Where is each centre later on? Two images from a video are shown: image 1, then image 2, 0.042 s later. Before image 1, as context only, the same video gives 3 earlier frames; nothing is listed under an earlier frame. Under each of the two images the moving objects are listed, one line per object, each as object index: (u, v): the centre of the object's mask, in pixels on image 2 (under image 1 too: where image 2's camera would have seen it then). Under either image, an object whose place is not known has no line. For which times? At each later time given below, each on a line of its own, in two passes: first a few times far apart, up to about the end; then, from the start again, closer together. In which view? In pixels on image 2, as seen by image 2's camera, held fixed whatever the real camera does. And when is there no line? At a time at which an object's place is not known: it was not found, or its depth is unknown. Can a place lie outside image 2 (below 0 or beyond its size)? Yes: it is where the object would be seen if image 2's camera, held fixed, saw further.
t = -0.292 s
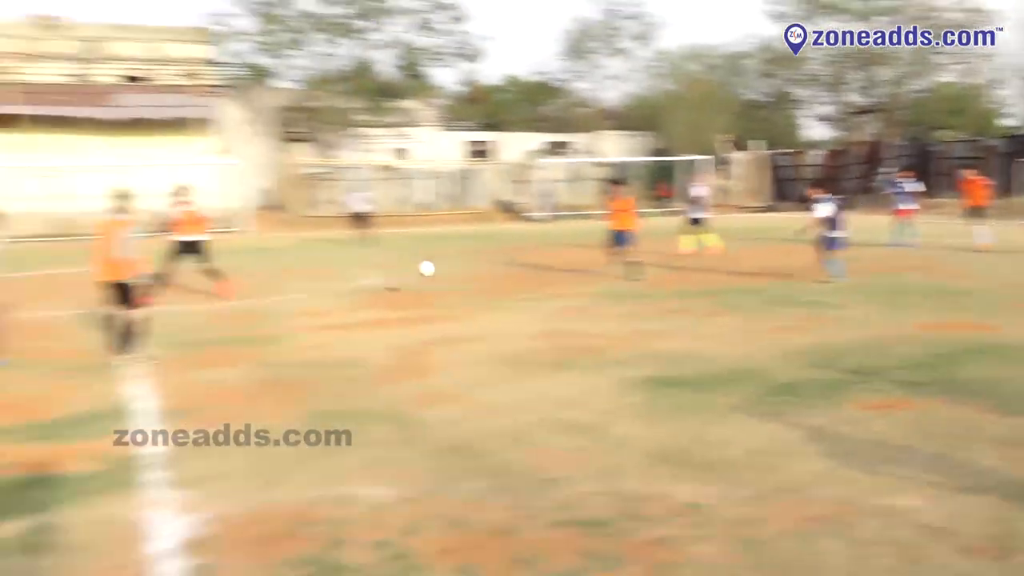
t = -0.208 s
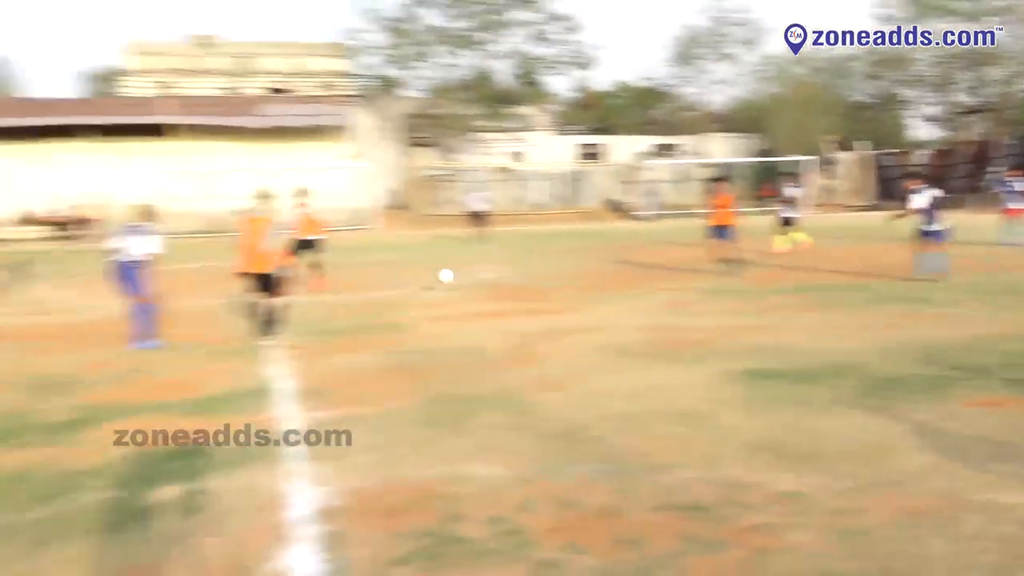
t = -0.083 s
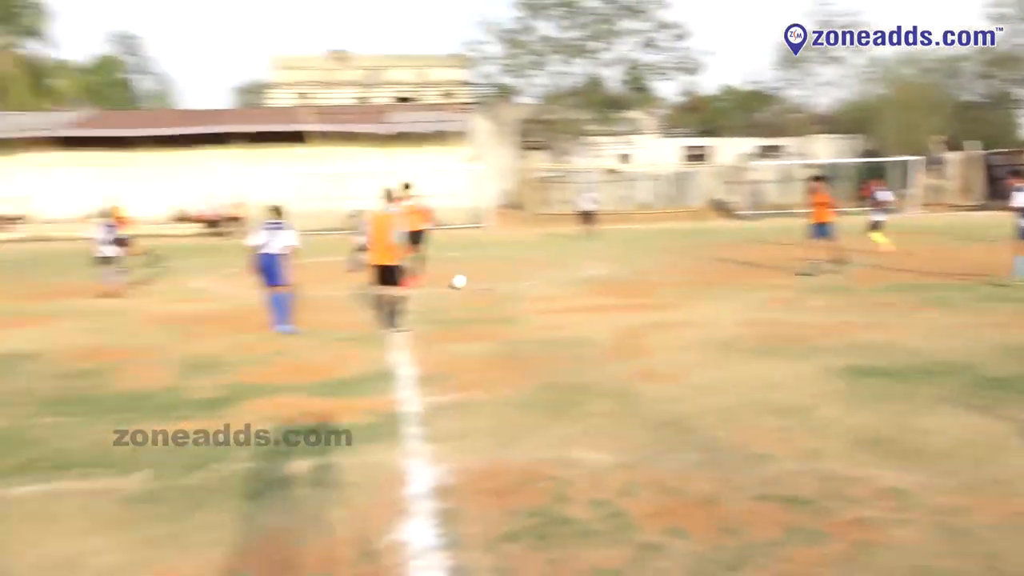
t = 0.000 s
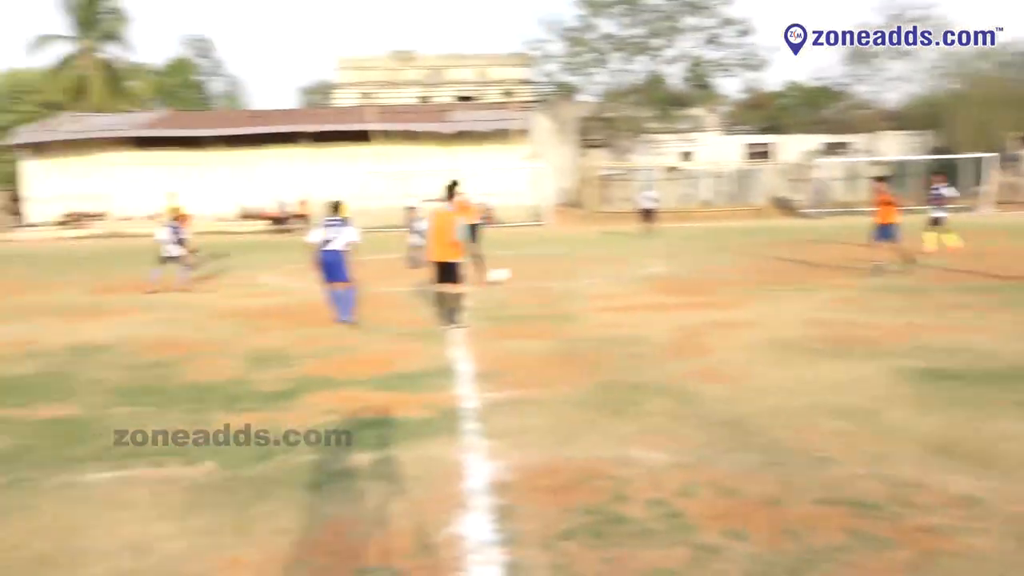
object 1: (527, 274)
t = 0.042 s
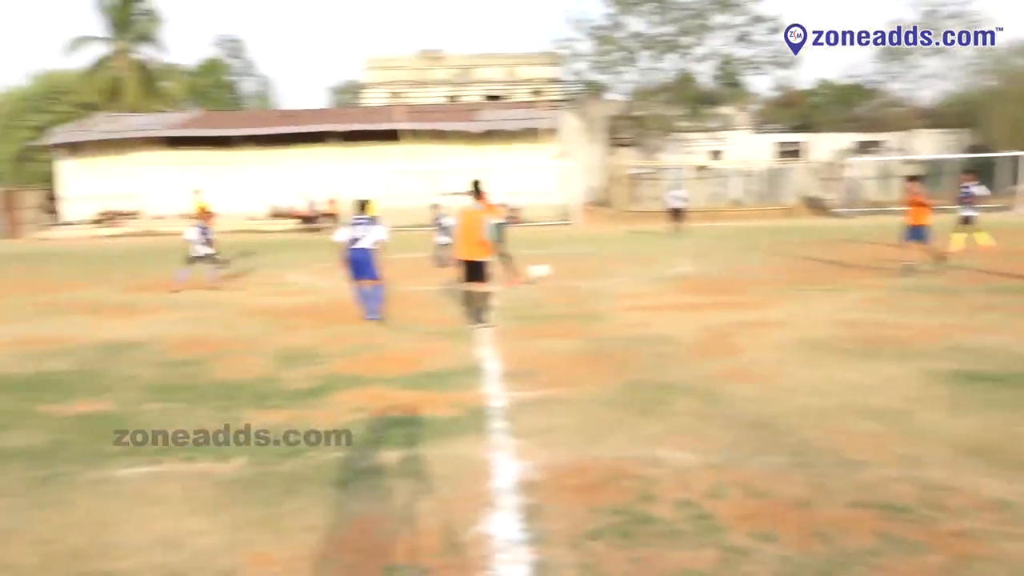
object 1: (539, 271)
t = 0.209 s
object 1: (596, 269)
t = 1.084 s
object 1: (984, 341)
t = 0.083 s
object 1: (552, 269)
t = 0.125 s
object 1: (566, 268)
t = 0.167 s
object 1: (580, 267)
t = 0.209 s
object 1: (596, 269)
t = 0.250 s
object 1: (621, 272)
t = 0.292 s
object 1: (637, 277)
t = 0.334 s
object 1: (655, 282)
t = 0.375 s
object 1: (673, 289)
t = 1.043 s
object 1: (965, 334)
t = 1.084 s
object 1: (984, 341)
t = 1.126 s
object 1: (1004, 346)
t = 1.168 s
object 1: (1024, 345)
